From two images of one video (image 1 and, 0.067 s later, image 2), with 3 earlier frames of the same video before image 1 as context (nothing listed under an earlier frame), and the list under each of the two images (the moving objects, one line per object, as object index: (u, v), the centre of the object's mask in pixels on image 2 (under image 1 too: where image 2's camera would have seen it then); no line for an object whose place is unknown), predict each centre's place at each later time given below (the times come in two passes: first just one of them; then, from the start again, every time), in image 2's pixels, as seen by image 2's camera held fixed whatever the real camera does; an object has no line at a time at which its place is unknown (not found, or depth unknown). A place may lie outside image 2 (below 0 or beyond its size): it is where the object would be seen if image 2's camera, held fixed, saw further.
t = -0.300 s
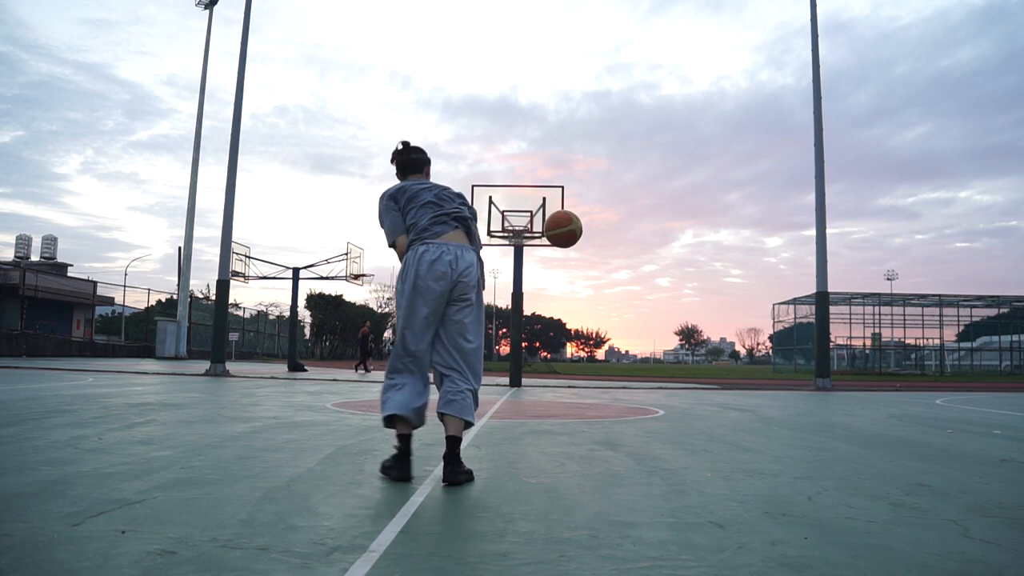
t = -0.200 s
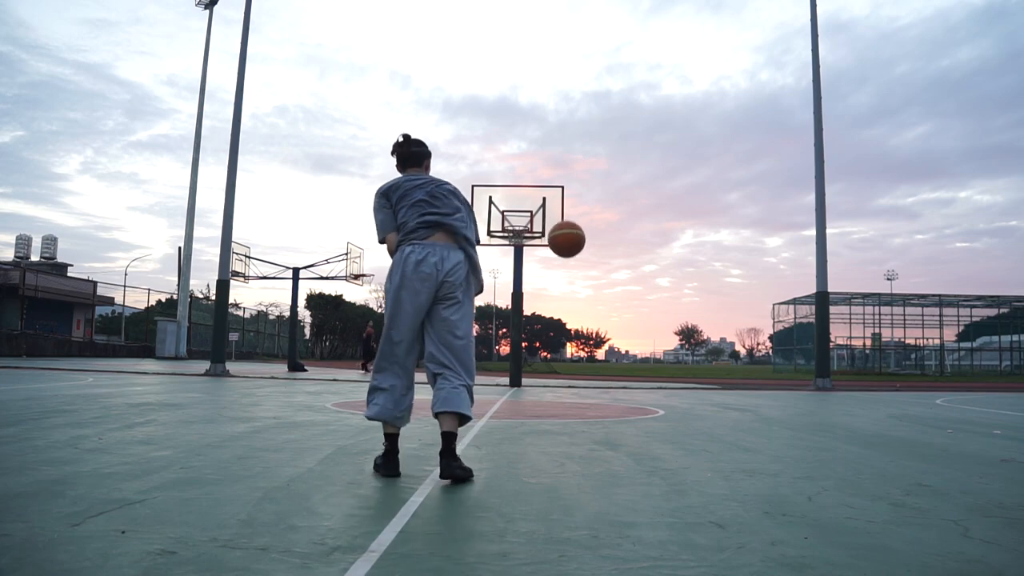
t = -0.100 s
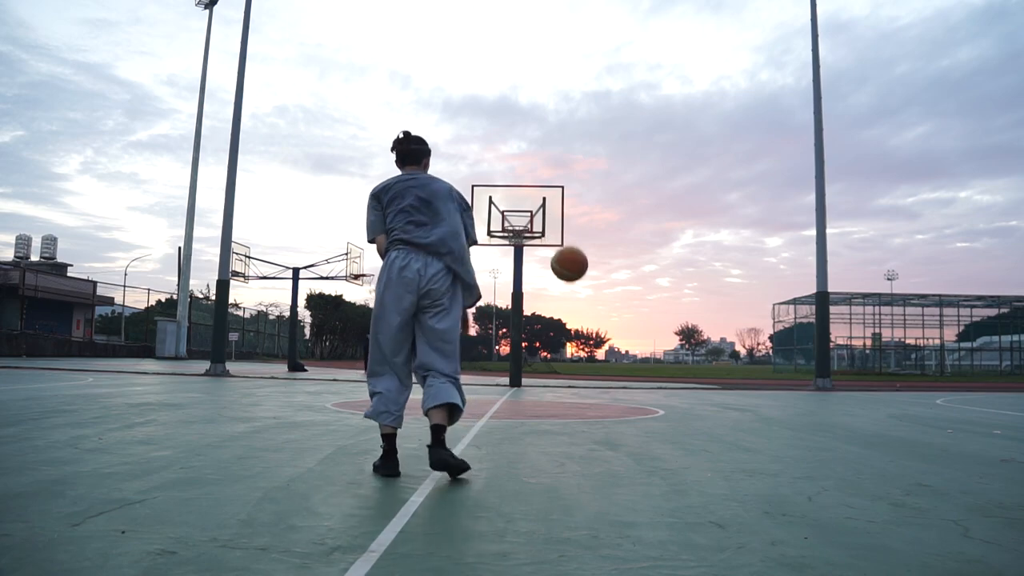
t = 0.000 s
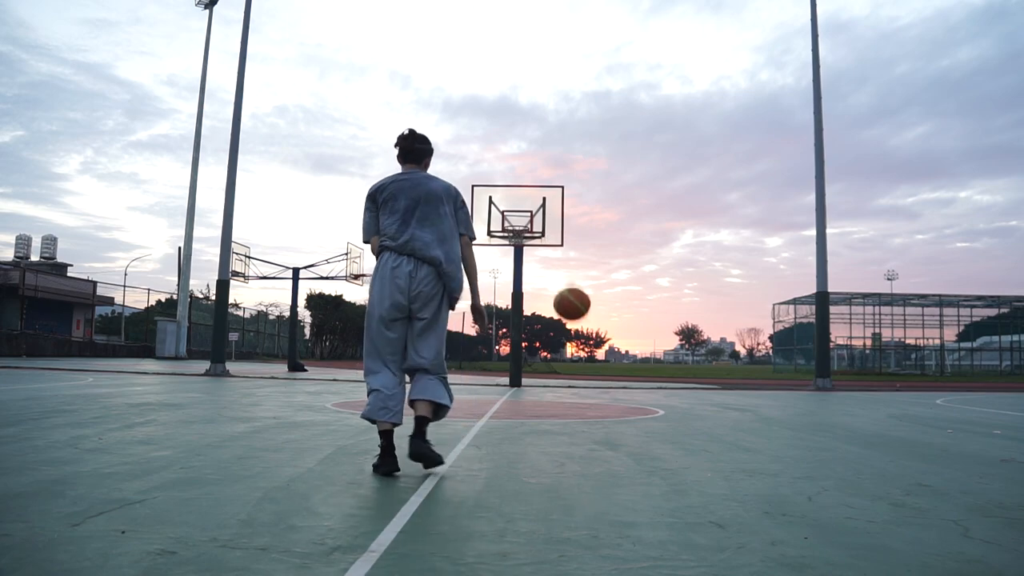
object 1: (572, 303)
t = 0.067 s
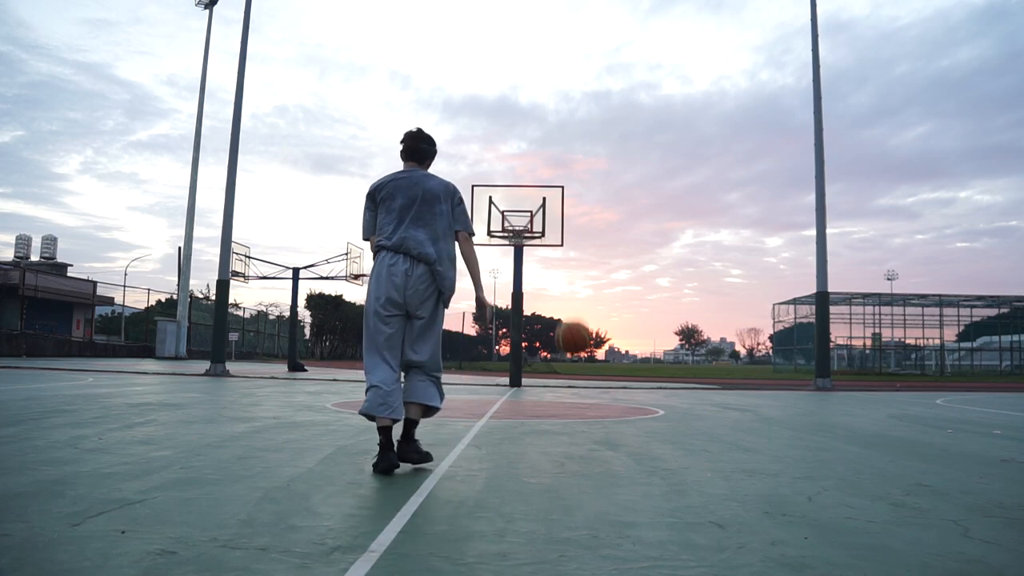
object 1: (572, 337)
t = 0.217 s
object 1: (576, 417)
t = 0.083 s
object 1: (572, 347)
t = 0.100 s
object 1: (573, 356)
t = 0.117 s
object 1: (573, 367)
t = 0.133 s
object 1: (574, 377)
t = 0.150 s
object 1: (574, 387)
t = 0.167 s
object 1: (575, 400)
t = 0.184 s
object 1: (575, 412)
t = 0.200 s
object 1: (576, 423)
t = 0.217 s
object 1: (576, 417)
